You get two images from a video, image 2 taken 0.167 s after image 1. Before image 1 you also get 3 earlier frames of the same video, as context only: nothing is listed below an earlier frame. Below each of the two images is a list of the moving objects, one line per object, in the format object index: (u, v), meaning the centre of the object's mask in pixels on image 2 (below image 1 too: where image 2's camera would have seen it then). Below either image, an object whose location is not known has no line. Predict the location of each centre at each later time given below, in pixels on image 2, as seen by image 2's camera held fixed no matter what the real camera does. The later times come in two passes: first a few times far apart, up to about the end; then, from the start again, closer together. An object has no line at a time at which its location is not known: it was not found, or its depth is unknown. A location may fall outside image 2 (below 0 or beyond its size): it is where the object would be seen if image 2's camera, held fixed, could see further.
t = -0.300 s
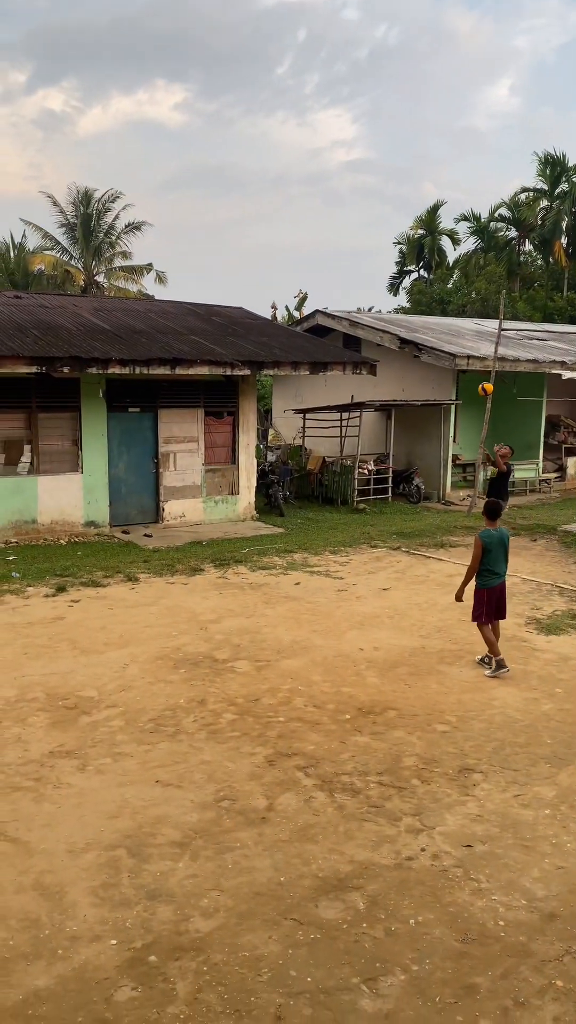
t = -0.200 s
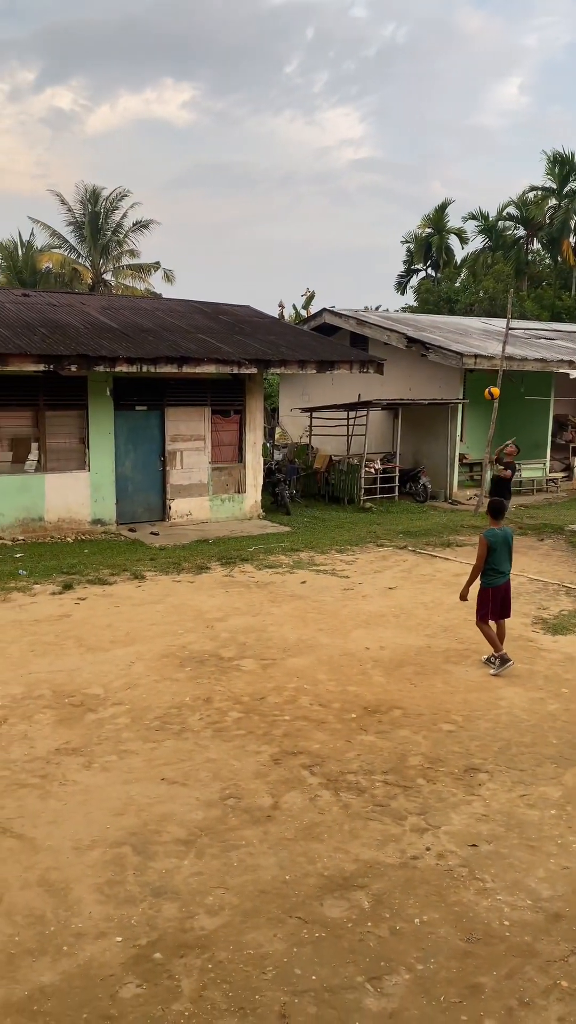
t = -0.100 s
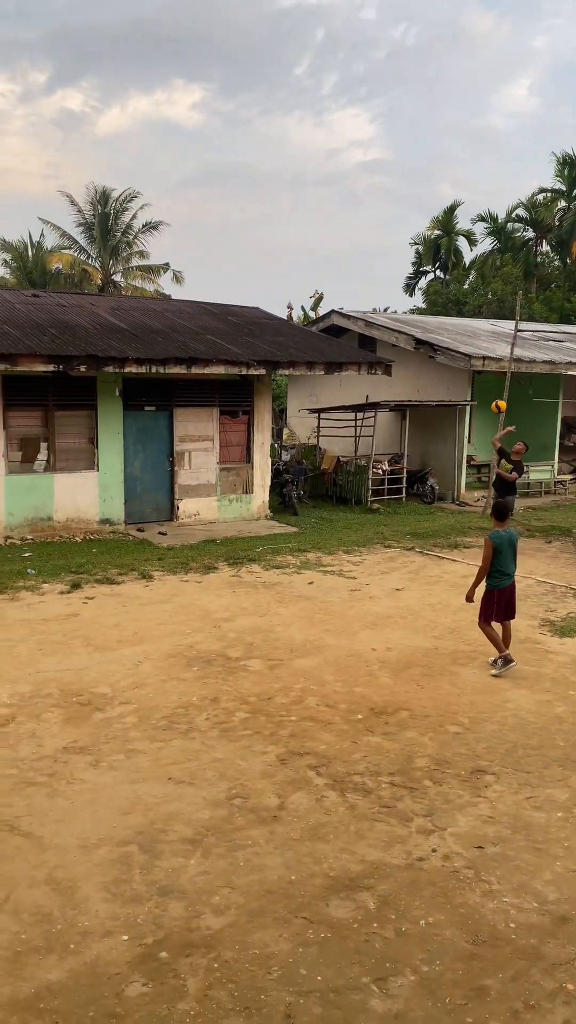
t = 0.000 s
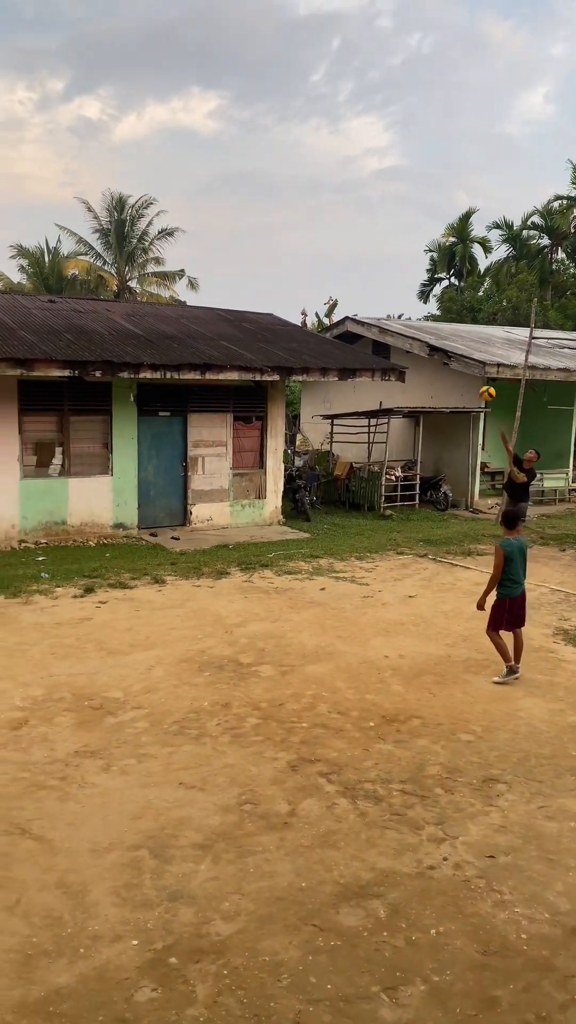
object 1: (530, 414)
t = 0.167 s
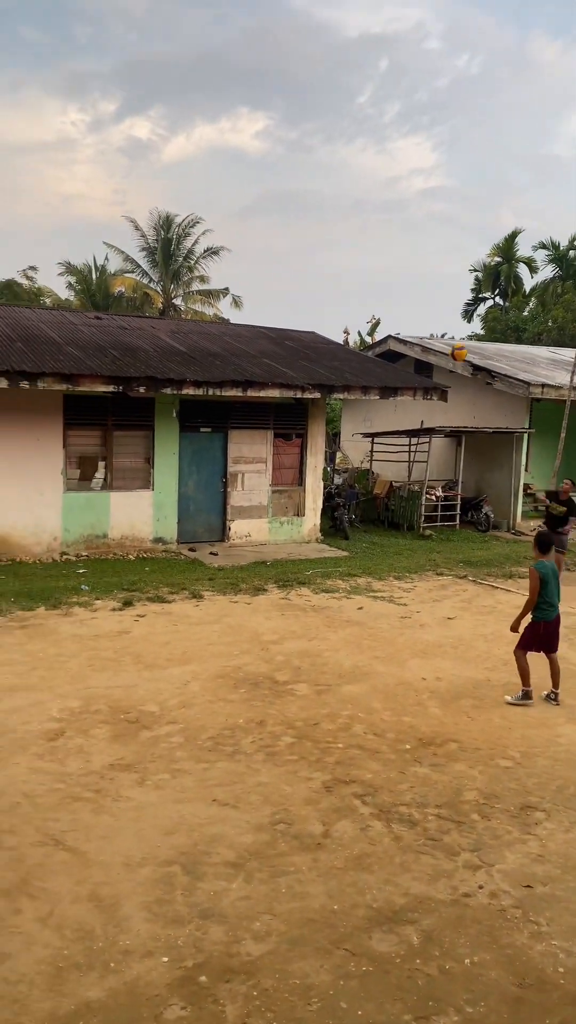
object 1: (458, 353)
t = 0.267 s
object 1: (405, 319)
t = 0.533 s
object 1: (215, 247)
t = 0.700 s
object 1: (32, 230)
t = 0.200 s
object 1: (441, 341)
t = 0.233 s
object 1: (423, 330)
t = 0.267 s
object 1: (405, 319)
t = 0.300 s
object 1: (385, 309)
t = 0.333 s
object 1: (365, 299)
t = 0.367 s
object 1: (344, 289)
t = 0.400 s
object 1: (321, 279)
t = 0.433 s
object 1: (297, 270)
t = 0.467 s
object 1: (272, 262)
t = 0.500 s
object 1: (245, 254)
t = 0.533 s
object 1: (215, 247)
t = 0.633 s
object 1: (114, 233)
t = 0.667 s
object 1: (75, 231)
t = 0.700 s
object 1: (32, 230)
